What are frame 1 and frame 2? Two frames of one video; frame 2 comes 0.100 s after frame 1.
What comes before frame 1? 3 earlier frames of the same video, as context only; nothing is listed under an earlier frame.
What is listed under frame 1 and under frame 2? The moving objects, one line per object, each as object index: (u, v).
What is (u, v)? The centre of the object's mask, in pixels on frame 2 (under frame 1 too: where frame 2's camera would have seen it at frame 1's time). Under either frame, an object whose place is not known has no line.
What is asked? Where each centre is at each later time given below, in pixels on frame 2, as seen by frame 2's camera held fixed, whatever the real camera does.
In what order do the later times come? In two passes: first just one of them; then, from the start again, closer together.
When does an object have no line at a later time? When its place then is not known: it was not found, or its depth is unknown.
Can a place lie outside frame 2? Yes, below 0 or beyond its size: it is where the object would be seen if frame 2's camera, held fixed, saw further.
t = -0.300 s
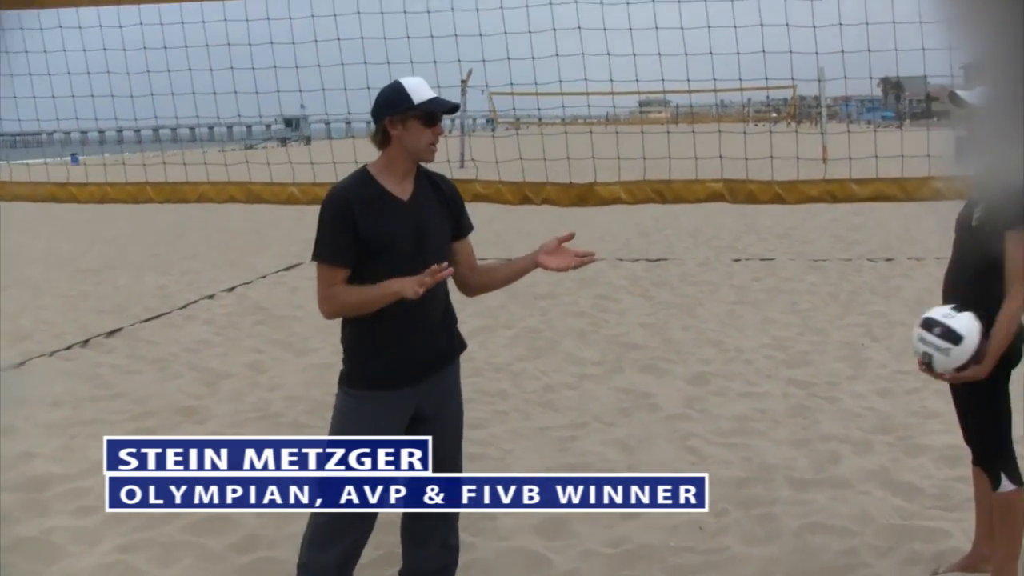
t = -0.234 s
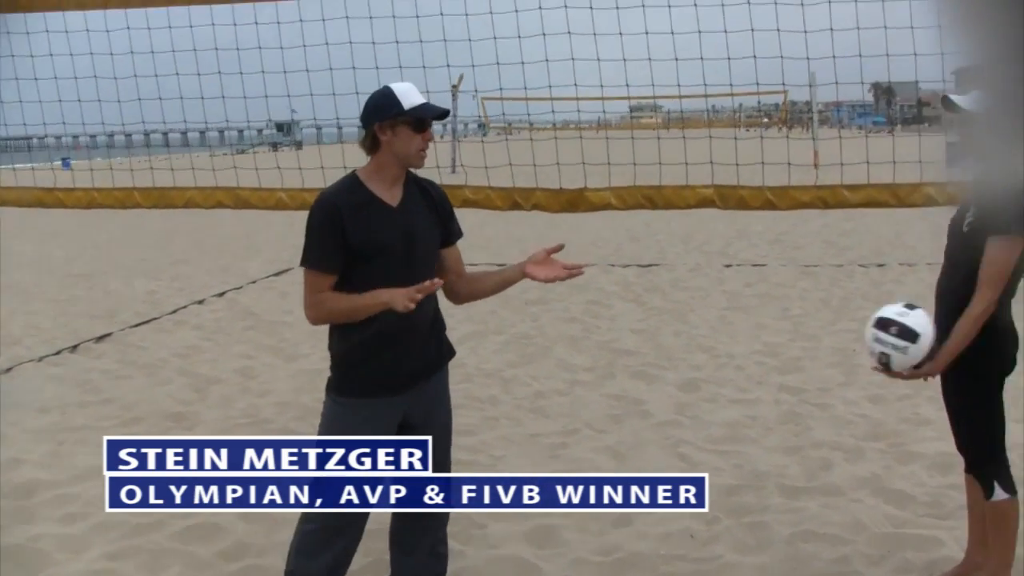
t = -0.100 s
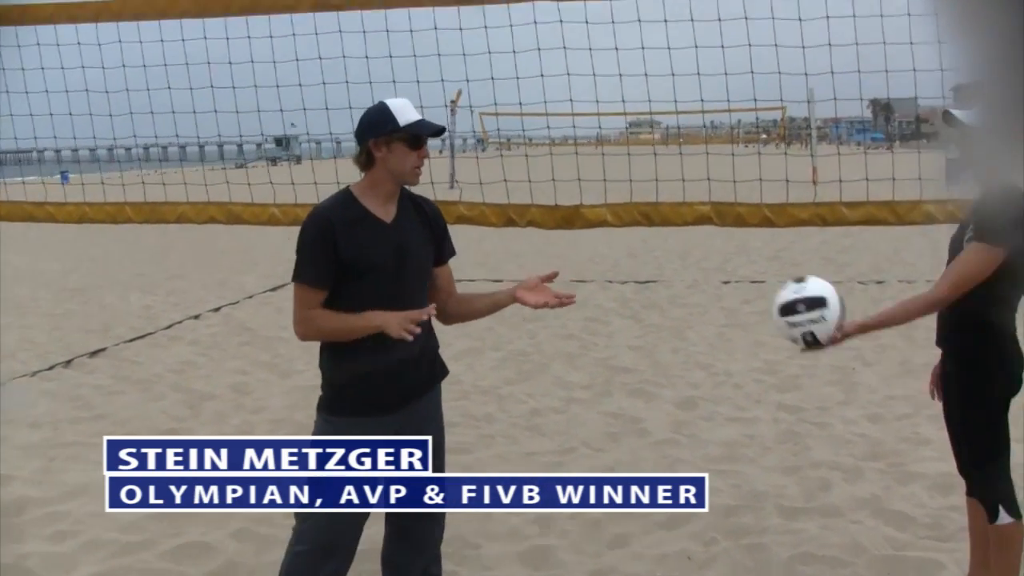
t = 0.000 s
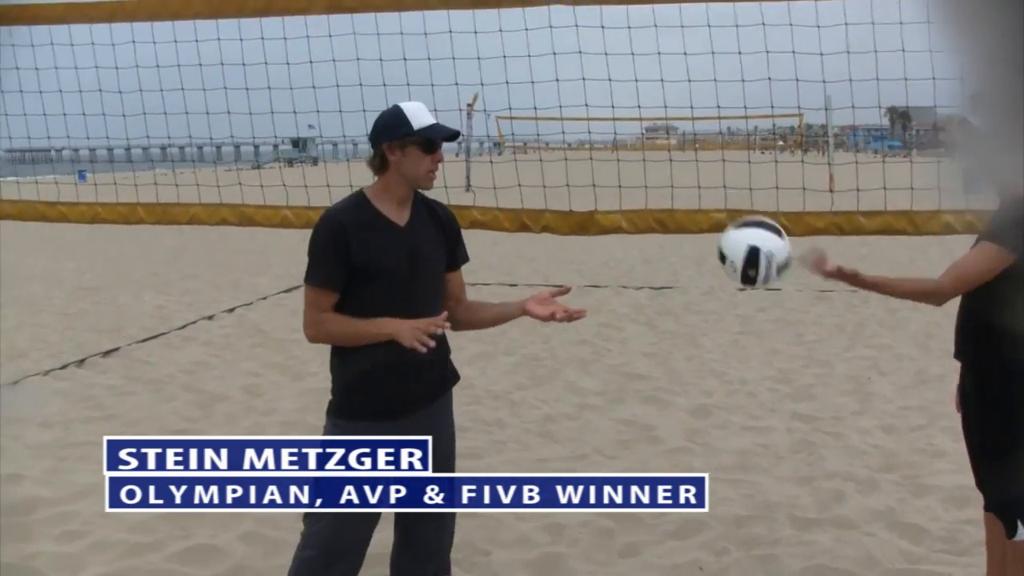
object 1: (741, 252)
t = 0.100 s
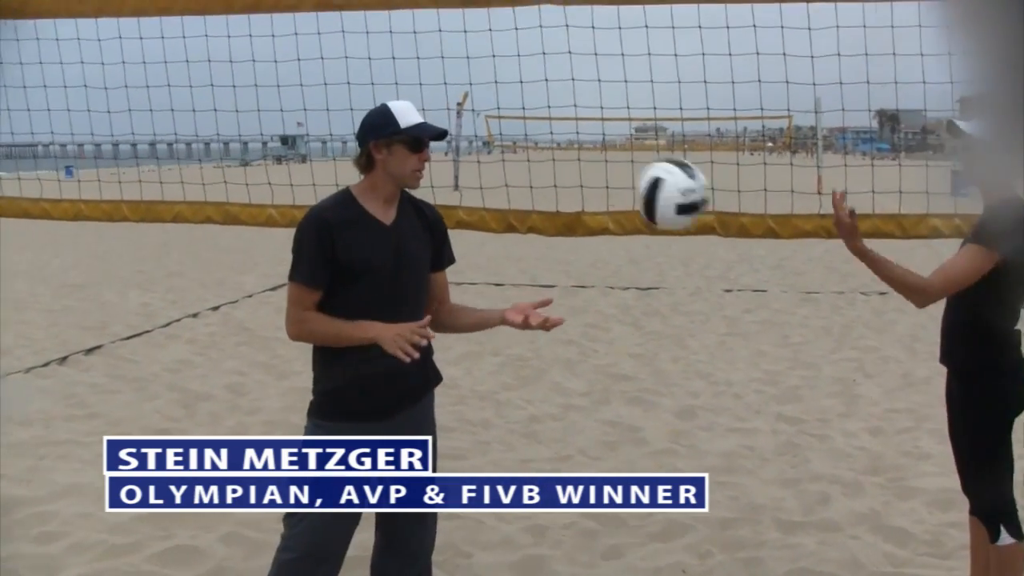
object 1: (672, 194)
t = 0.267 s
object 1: (554, 166)
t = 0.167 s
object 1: (624, 171)
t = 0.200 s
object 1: (601, 167)
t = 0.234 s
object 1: (577, 165)
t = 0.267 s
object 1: (554, 166)
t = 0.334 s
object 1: (508, 180)
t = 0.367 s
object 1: (487, 193)
